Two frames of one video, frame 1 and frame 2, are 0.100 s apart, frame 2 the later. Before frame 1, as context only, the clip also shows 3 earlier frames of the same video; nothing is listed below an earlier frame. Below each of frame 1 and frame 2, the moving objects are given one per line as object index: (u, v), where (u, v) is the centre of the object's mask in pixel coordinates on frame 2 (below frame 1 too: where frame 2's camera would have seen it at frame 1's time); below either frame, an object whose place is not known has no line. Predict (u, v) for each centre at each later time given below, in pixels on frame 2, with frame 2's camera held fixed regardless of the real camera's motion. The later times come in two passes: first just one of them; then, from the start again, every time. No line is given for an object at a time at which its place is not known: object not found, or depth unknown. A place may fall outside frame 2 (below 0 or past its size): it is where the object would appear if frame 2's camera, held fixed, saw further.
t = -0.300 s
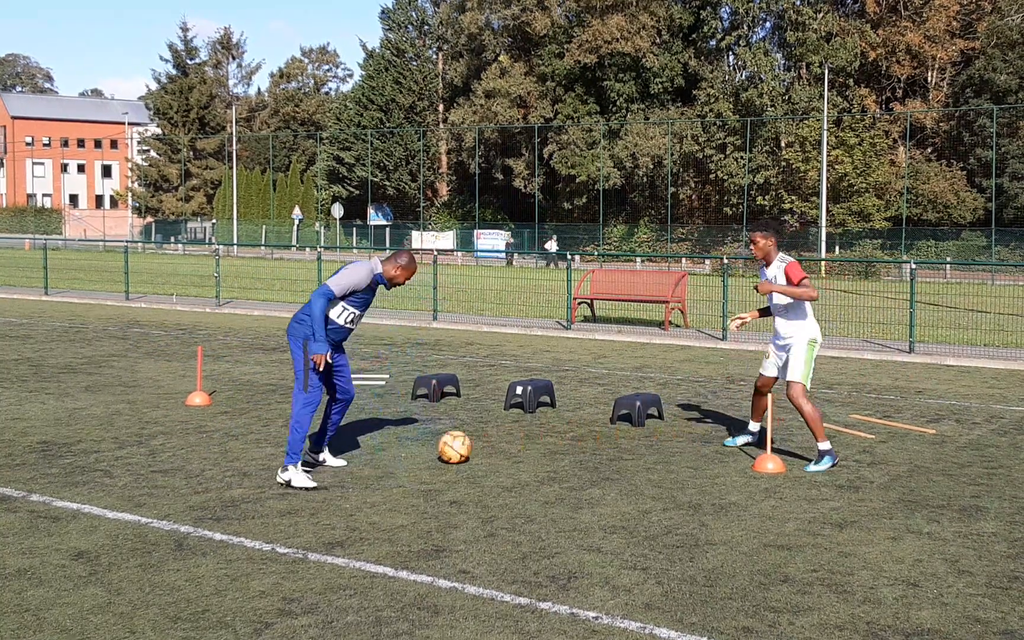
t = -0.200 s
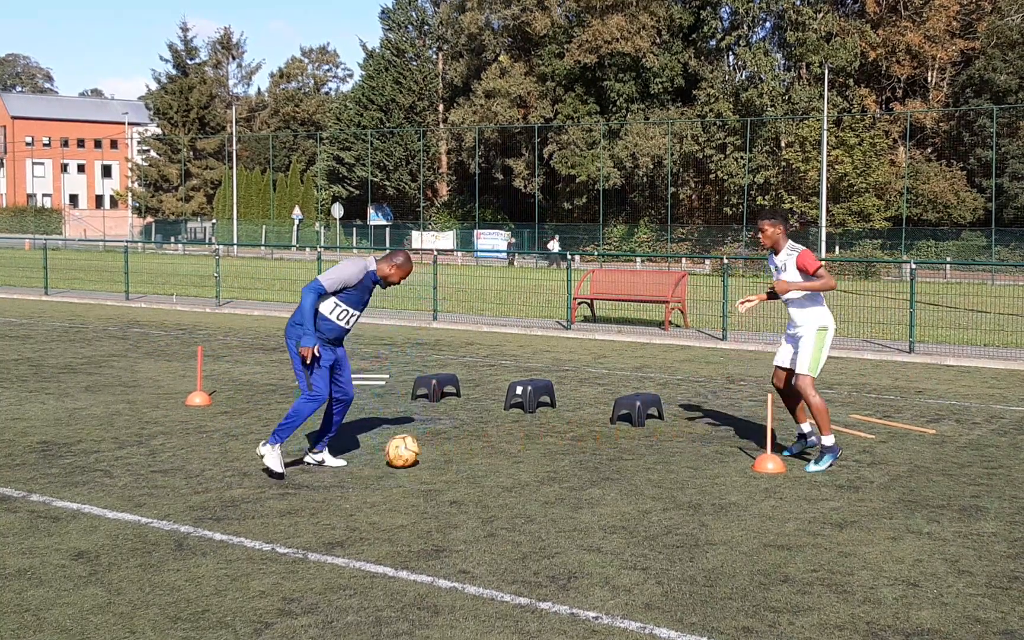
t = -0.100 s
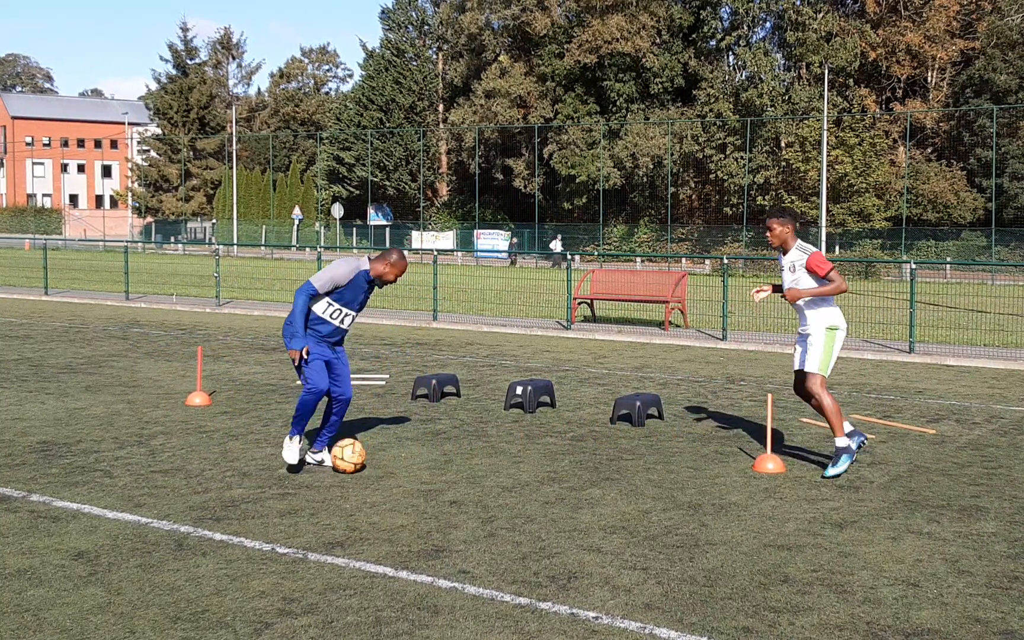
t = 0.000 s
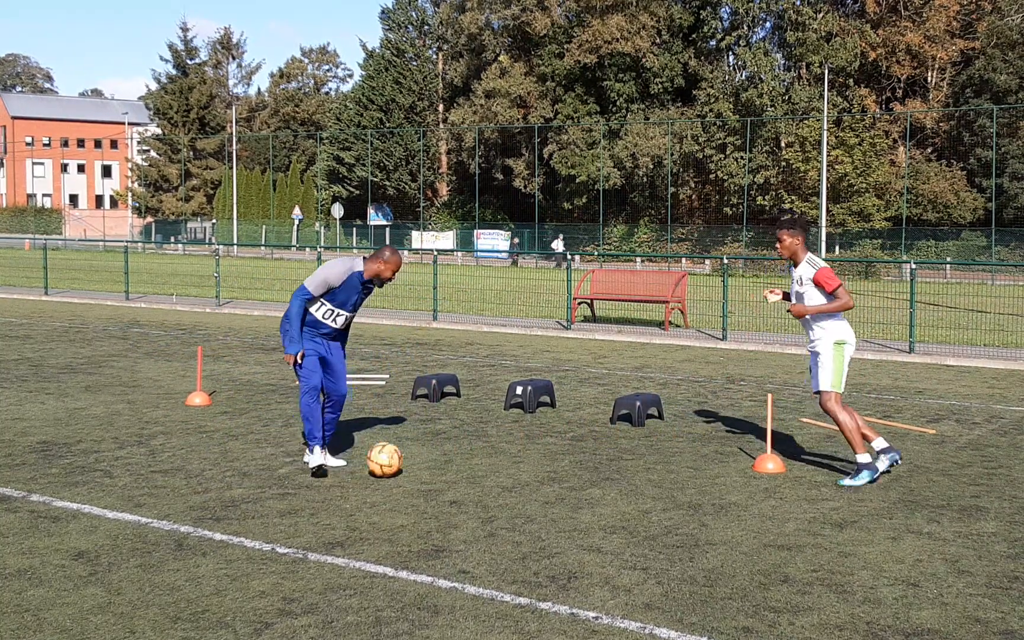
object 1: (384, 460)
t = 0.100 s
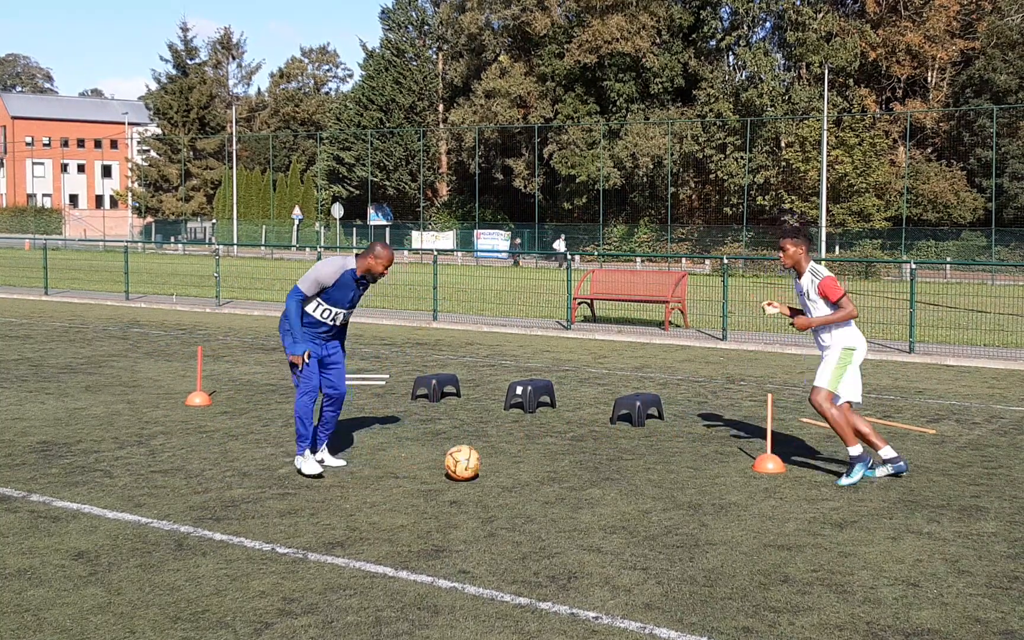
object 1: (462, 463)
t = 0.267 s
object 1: (575, 469)
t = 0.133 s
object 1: (487, 465)
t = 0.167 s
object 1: (511, 466)
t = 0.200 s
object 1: (532, 466)
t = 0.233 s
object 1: (554, 467)
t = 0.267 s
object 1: (575, 469)
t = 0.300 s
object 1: (595, 469)
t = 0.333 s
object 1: (614, 471)
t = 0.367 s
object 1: (634, 472)
